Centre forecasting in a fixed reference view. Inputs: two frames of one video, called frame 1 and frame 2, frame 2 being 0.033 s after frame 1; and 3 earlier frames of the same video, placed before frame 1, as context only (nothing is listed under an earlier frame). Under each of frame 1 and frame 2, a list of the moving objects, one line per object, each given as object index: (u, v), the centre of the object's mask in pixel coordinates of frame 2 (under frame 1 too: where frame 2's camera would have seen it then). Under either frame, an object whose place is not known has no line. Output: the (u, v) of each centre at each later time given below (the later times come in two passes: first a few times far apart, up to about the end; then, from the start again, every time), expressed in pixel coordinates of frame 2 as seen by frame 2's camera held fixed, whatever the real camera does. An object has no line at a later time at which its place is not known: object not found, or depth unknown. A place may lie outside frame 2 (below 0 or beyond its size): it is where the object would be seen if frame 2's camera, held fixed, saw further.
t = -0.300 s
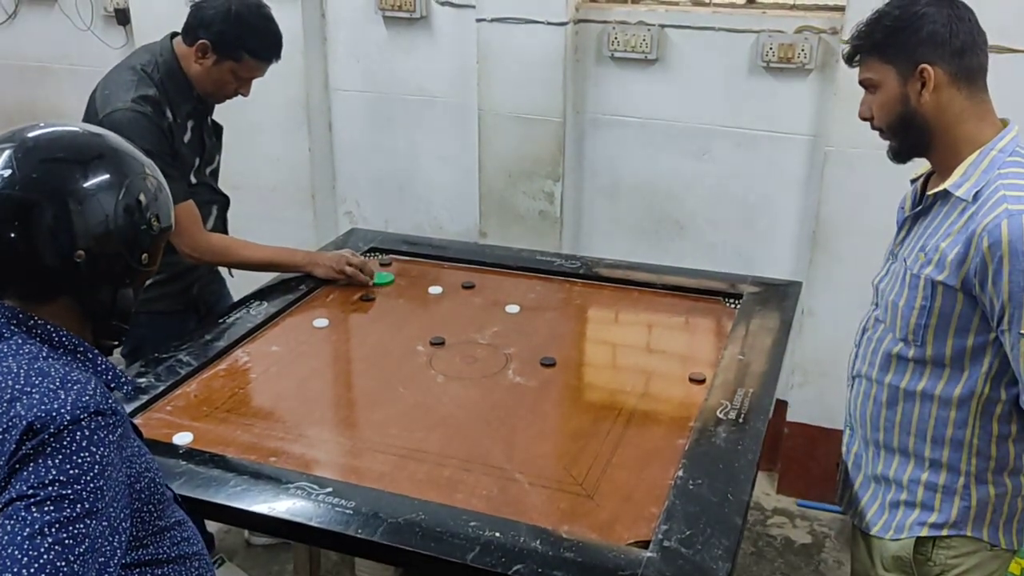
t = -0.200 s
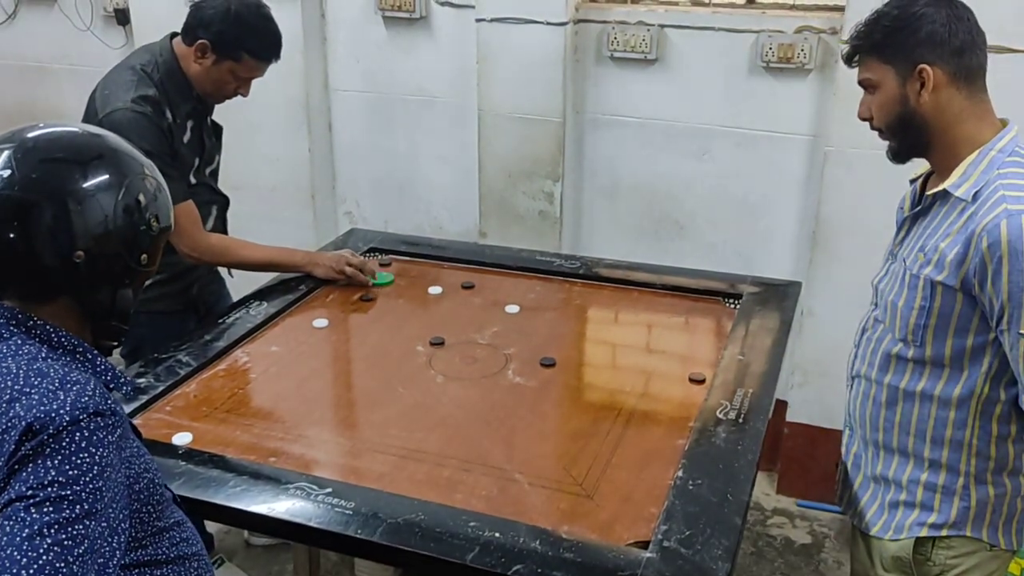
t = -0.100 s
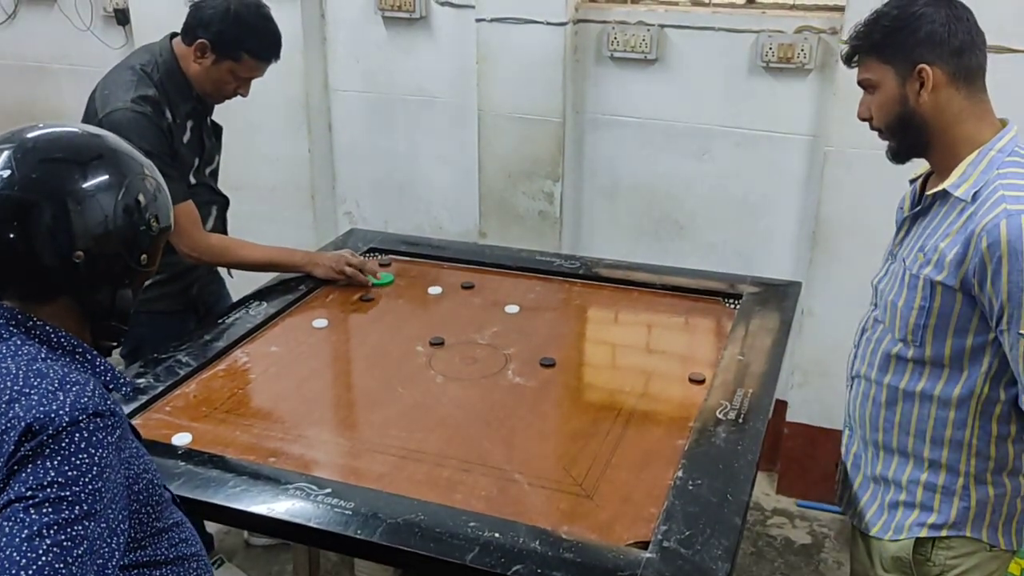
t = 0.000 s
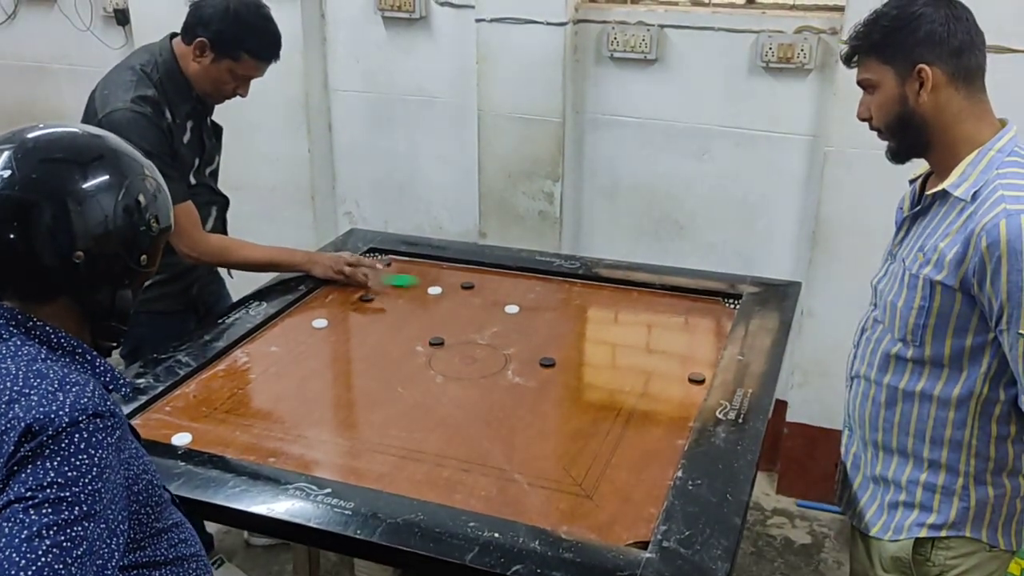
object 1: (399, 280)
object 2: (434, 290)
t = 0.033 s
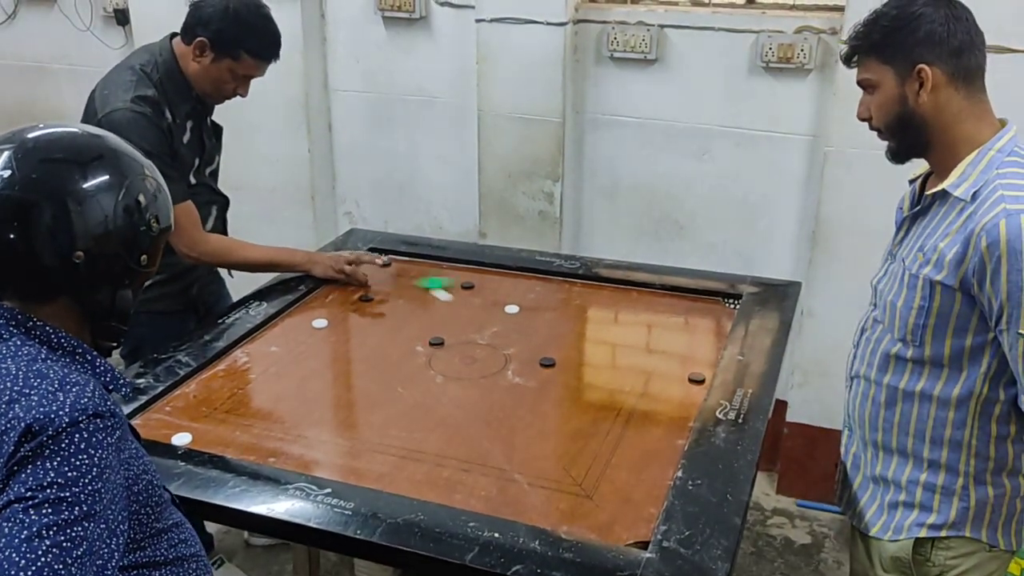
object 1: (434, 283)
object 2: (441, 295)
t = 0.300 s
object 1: (589, 288)
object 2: (533, 362)
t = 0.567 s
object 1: (699, 318)
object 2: (531, 365)
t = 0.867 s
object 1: (637, 319)
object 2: (531, 365)
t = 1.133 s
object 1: (578, 316)
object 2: (531, 365)
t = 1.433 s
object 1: (537, 315)
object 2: (531, 365)
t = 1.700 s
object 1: (524, 315)
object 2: (531, 365)
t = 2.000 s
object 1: (523, 315)
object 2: (531, 365)
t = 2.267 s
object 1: (523, 315)
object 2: (531, 365)
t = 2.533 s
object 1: (523, 315)
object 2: (531, 365)
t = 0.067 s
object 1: (458, 283)
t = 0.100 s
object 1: (478, 284)
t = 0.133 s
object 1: (499, 284)
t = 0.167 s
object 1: (519, 284)
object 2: (532, 353)
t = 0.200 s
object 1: (538, 283)
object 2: (535, 357)
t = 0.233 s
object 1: (556, 284)
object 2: (534, 359)
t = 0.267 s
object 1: (575, 284)
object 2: (533, 361)
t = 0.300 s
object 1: (589, 288)
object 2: (533, 362)
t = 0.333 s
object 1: (603, 291)
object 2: (532, 363)
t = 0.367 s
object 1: (617, 295)
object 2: (531, 364)
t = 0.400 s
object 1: (631, 299)
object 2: (531, 365)
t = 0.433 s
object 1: (645, 302)
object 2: (531, 365)
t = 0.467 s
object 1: (659, 306)
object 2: (531, 365)
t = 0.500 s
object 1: (673, 311)
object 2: (531, 365)
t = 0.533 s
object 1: (686, 314)
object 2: (531, 365)
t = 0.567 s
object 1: (699, 318)
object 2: (531, 365)
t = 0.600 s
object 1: (712, 321)
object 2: (531, 365)
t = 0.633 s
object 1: (711, 323)
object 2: (531, 365)
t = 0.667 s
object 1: (699, 322)
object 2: (531, 365)
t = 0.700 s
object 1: (687, 321)
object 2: (531, 365)
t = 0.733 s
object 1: (677, 321)
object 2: (531, 365)
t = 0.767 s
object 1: (666, 321)
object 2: (531, 365)
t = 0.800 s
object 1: (656, 320)
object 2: (531, 365)
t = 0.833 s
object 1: (646, 320)
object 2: (531, 365)
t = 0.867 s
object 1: (637, 319)
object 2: (531, 365)
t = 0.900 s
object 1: (628, 319)
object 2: (531, 365)
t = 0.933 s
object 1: (620, 319)
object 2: (531, 365)
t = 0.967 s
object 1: (612, 319)
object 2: (531, 365)
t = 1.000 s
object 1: (604, 318)
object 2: (531, 365)
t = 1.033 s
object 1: (598, 318)
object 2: (531, 365)
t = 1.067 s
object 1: (591, 317)
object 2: (531, 365)
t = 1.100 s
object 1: (584, 317)
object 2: (531, 365)
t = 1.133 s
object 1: (578, 316)
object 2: (531, 365)
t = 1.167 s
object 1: (572, 316)
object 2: (531, 365)
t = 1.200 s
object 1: (567, 316)
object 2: (531, 365)
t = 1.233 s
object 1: (561, 316)
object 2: (531, 365)
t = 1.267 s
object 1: (557, 316)
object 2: (531, 365)
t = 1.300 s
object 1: (552, 316)
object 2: (531, 365)
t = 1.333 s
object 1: (548, 315)
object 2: (531, 365)
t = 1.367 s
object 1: (544, 315)
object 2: (531, 365)
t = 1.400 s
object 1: (540, 315)
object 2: (531, 365)
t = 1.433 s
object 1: (537, 315)
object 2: (531, 365)
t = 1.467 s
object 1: (534, 315)
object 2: (531, 365)
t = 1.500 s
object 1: (532, 315)
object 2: (531, 365)
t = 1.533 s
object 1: (530, 315)
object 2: (531, 365)
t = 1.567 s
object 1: (528, 315)
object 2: (531, 365)
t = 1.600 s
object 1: (526, 315)
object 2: (531, 365)
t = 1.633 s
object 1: (525, 315)
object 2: (531, 364)
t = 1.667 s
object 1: (524, 315)
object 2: (531, 364)
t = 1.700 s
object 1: (524, 315)
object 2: (531, 365)
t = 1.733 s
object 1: (524, 315)
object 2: (531, 365)
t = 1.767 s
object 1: (523, 315)
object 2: (531, 365)
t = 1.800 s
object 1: (524, 315)
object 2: (531, 365)
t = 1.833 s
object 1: (523, 315)
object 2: (531, 365)
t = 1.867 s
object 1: (524, 315)
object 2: (531, 365)
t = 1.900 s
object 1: (523, 315)
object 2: (531, 365)
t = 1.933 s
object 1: (524, 315)
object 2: (531, 365)
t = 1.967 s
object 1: (523, 315)
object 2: (531, 365)
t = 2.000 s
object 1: (523, 315)
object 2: (531, 365)
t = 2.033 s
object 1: (523, 315)
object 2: (531, 365)
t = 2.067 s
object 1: (523, 315)
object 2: (531, 365)
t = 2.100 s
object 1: (524, 315)
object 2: (531, 365)
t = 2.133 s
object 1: (523, 315)
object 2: (531, 365)
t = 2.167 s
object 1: (524, 315)
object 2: (531, 365)
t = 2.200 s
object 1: (524, 315)
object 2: (531, 365)
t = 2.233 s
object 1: (523, 315)
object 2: (531, 365)
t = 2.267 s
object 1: (523, 315)
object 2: (531, 365)
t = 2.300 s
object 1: (523, 315)
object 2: (531, 365)
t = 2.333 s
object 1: (523, 315)
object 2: (531, 365)
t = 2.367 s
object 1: (523, 315)
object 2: (531, 365)
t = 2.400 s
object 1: (523, 315)
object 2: (531, 365)
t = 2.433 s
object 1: (524, 315)
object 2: (531, 365)
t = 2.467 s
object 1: (523, 315)
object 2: (531, 365)
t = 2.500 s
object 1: (523, 315)
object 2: (531, 365)
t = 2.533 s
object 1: (523, 315)
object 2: (531, 365)
